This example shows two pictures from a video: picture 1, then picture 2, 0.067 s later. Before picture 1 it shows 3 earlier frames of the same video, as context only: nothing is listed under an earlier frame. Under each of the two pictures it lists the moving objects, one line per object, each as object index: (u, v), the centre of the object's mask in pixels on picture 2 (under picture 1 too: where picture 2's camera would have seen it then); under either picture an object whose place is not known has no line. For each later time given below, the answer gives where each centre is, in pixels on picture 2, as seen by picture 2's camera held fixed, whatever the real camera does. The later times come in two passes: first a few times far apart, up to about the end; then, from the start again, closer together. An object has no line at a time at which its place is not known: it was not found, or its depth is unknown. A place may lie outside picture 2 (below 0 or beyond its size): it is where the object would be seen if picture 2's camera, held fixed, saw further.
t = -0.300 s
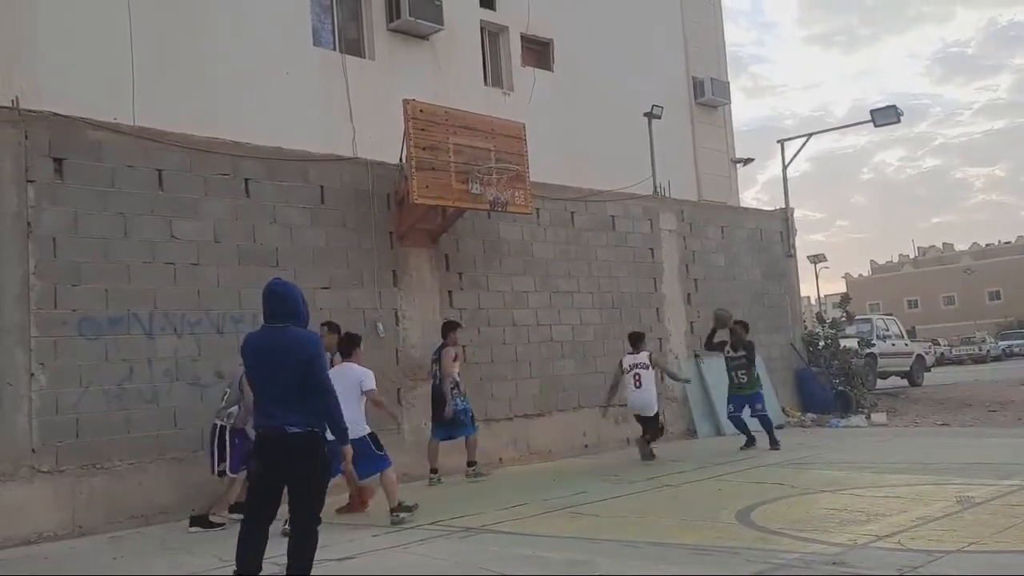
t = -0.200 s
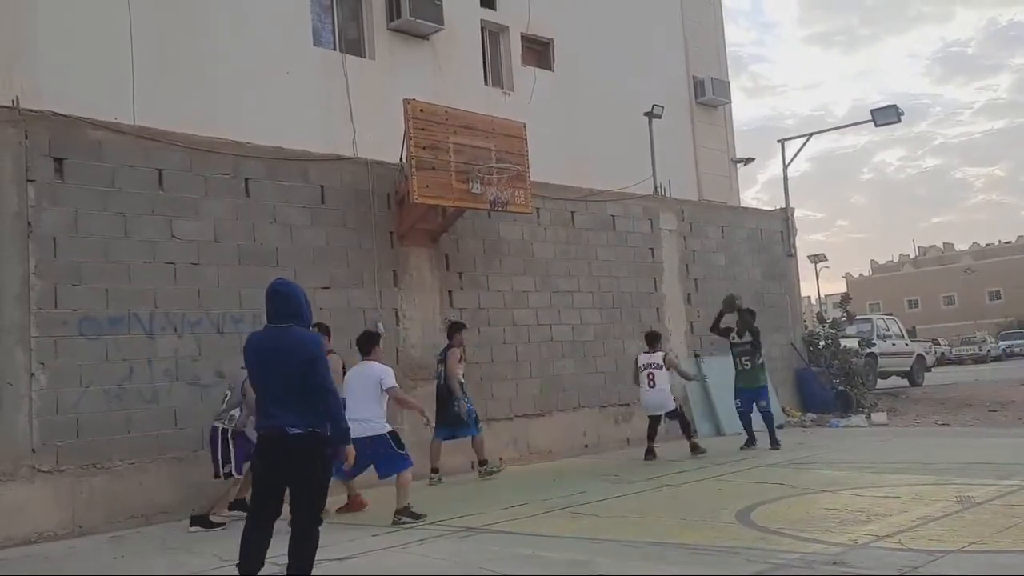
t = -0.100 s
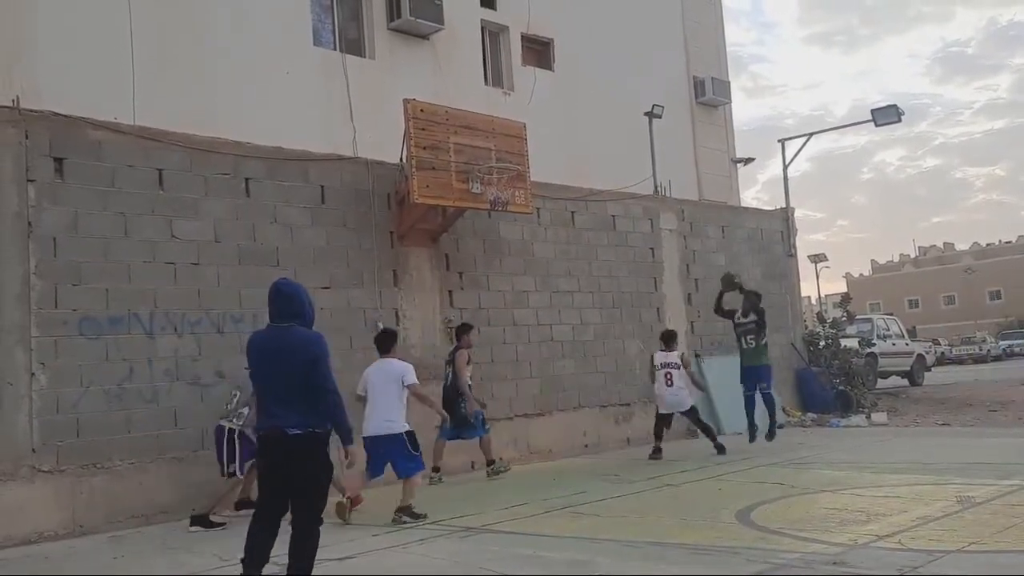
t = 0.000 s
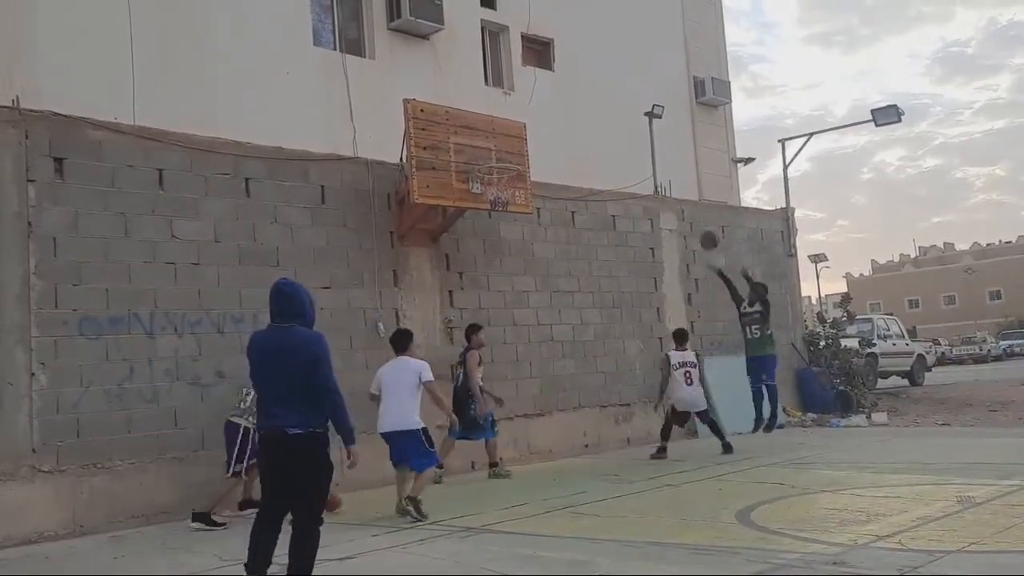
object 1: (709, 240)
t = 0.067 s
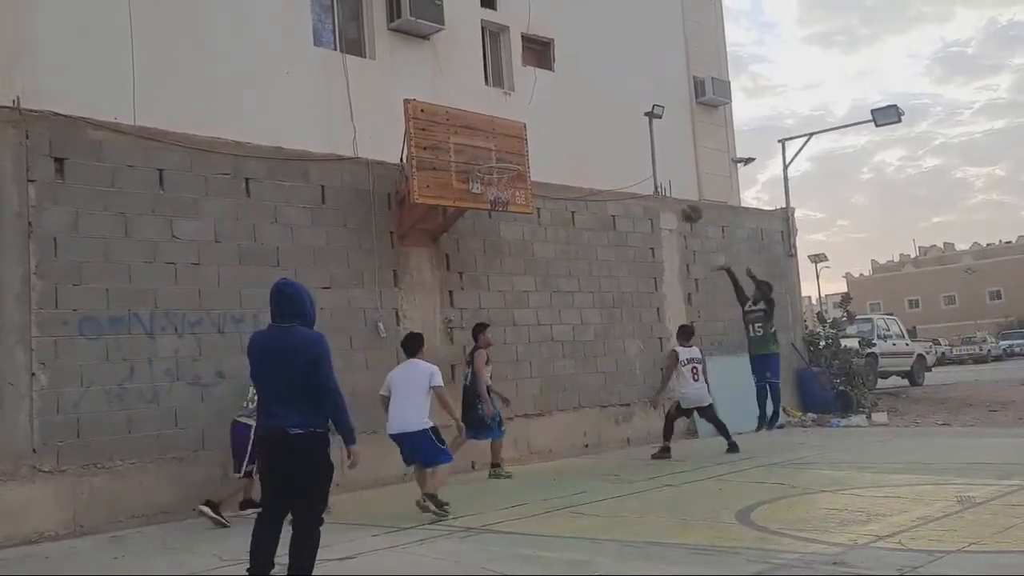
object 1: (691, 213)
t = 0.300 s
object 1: (631, 145)
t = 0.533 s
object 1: (570, 118)
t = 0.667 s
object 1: (534, 123)
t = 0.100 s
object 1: (683, 201)
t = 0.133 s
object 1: (674, 190)
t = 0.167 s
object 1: (665, 179)
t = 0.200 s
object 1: (657, 169)
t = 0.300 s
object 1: (631, 145)
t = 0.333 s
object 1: (622, 138)
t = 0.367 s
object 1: (613, 133)
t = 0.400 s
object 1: (605, 128)
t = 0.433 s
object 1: (596, 124)
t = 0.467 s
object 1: (587, 121)
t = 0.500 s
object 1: (579, 119)
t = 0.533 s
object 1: (570, 118)
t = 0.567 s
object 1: (561, 118)
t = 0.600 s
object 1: (552, 119)
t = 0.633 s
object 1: (543, 120)
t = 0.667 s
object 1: (534, 123)
